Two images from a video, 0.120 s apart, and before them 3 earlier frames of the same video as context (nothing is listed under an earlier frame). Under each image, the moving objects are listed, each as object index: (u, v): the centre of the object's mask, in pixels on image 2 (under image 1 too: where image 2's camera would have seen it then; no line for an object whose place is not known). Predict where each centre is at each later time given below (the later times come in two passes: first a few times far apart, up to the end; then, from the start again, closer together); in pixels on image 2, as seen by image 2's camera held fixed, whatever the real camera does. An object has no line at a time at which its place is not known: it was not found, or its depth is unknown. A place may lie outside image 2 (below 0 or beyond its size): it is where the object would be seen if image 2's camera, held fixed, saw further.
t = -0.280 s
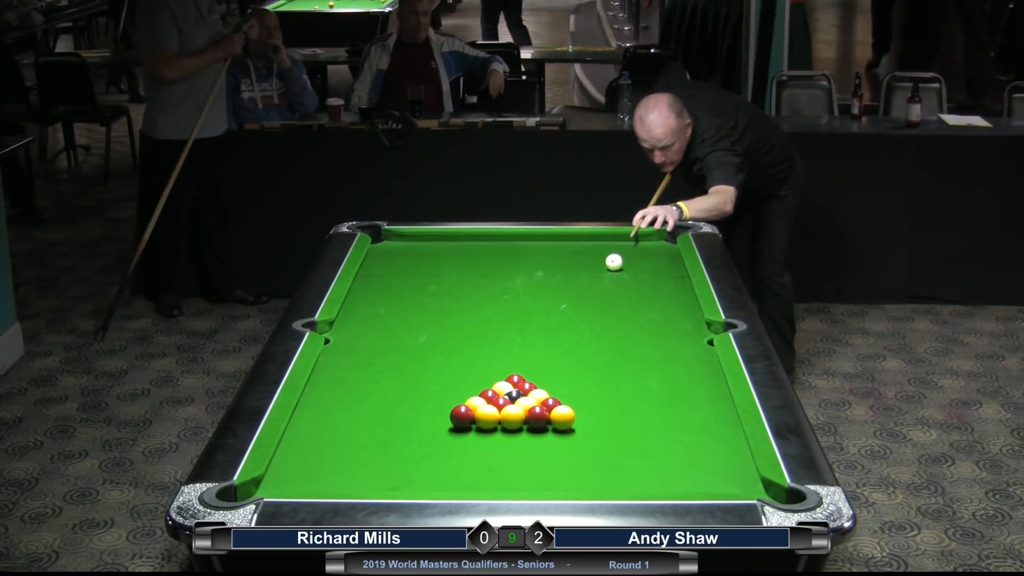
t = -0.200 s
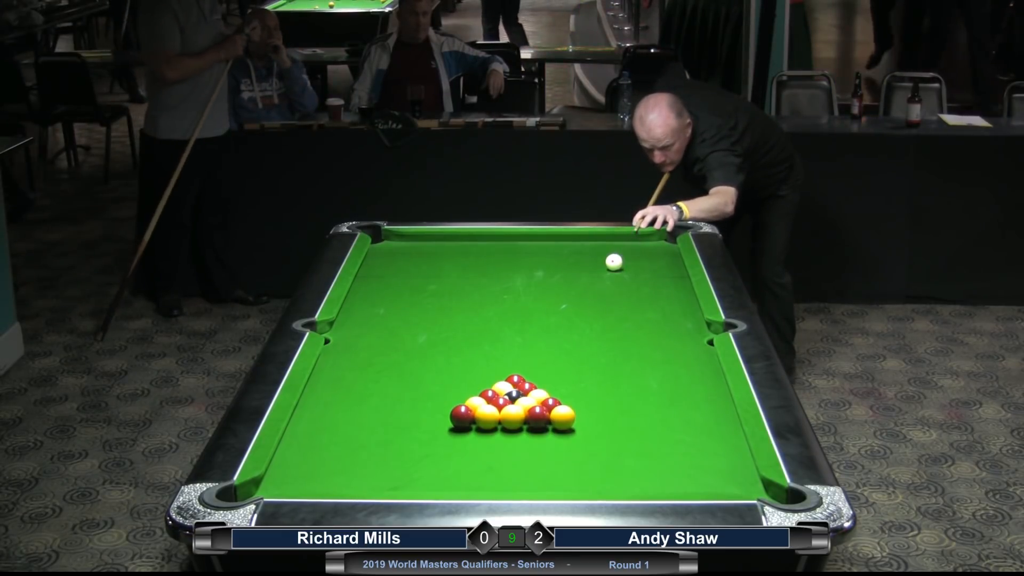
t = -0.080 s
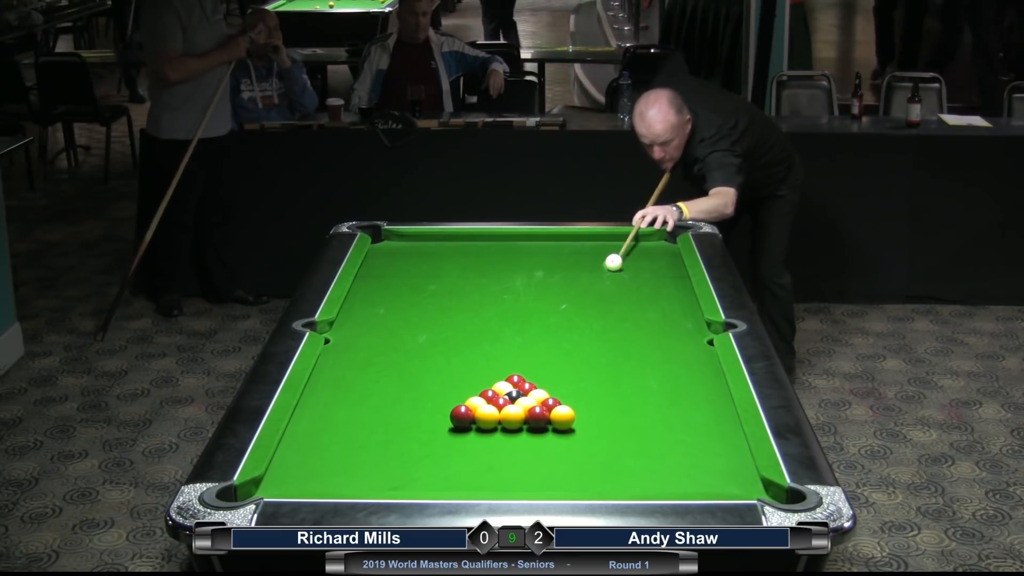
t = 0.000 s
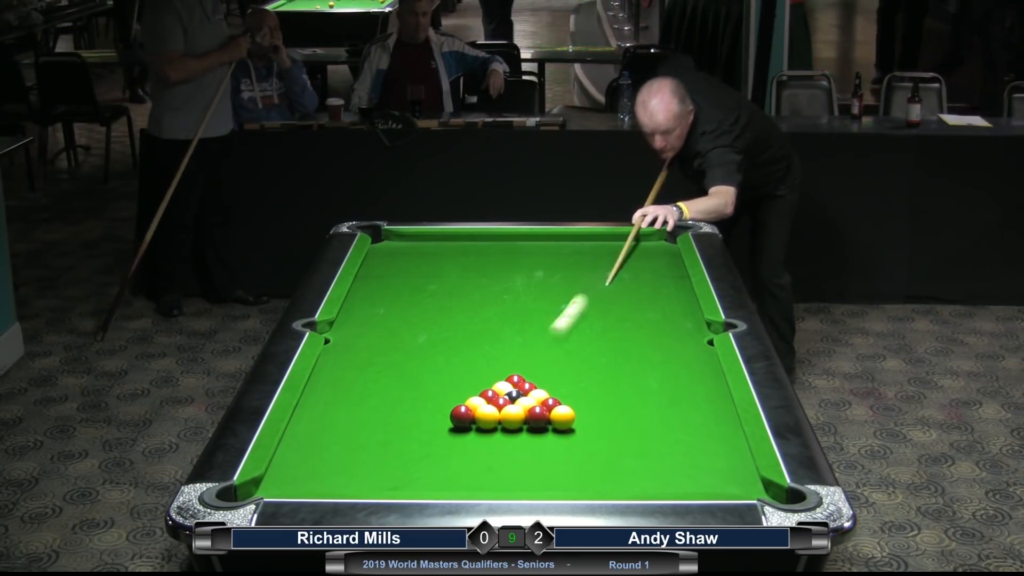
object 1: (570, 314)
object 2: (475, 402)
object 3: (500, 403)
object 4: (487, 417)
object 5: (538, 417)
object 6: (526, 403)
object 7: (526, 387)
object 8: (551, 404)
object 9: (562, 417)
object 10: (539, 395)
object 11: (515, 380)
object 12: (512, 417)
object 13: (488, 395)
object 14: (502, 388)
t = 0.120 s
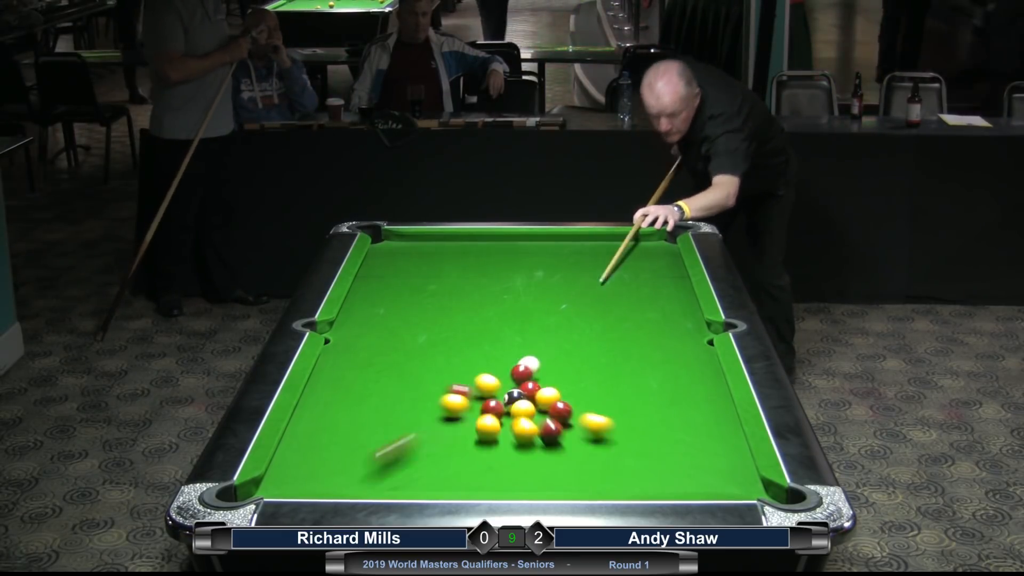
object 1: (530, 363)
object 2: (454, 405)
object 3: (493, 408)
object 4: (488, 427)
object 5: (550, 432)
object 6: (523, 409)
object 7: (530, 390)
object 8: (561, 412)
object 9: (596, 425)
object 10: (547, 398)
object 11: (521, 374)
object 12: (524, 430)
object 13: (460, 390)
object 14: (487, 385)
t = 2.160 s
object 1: (632, 240)
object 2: (458, 271)
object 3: (305, 459)
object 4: (501, 458)
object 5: (618, 443)
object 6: (471, 411)
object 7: (563, 388)
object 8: (682, 398)
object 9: (353, 402)
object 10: (696, 363)
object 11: (619, 294)
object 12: (658, 338)
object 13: (593, 291)
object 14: (398, 262)
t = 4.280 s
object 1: (537, 244)
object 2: (606, 401)
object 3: (282, 465)
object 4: (501, 458)
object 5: (546, 441)
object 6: (464, 404)
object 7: (563, 388)
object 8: (689, 390)
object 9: (444, 359)
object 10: (683, 361)
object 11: (652, 272)
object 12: (674, 276)
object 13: (655, 246)
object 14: (437, 244)
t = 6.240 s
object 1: (536, 244)
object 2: (721, 483)
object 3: (282, 465)
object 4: (501, 458)
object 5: (546, 441)
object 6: (464, 404)
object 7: (563, 388)
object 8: (689, 390)
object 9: (458, 356)
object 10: (683, 361)
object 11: (646, 271)
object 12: (676, 274)
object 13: (662, 241)
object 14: (437, 244)
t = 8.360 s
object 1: (536, 244)
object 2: (725, 479)
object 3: (282, 465)
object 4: (501, 458)
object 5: (546, 441)
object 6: (464, 404)
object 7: (563, 388)
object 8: (689, 390)
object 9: (458, 356)
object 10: (683, 361)
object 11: (645, 271)
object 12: (676, 274)
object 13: (662, 241)
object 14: (437, 245)
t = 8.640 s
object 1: (536, 244)
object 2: (725, 479)
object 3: (282, 465)
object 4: (501, 458)
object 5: (546, 441)
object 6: (464, 404)
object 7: (563, 388)
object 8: (689, 390)
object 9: (458, 356)
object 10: (683, 361)
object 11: (645, 271)
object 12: (676, 274)
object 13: (662, 241)
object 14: (437, 244)
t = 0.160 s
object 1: (535, 360)
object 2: (442, 404)
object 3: (487, 411)
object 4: (488, 434)
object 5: (559, 441)
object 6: (521, 416)
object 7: (532, 391)
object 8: (566, 415)
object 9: (617, 429)
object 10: (552, 397)
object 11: (525, 372)
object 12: (532, 440)
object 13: (443, 387)
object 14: (479, 381)
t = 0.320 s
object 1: (552, 343)
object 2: (398, 398)
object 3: (468, 419)
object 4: (489, 460)
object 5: (589, 475)
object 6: (515, 424)
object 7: (540, 391)
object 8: (588, 423)
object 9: (690, 449)
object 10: (574, 393)
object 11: (538, 361)
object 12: (561, 474)
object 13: (385, 380)
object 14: (450, 366)
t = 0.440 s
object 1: (565, 330)
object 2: (375, 386)
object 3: (454, 423)
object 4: (490, 479)
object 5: (612, 481)
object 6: (511, 429)
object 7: (545, 390)
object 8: (604, 428)
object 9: (741, 466)
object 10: (589, 390)
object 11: (544, 354)
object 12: (578, 481)
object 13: (344, 373)
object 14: (430, 356)
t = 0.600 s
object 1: (580, 313)
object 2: (376, 350)
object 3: (435, 427)
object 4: (492, 479)
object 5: (636, 463)
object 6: (506, 436)
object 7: (551, 389)
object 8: (625, 436)
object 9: (697, 481)
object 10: (607, 386)
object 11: (552, 346)
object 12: (588, 464)
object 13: (347, 364)
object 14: (404, 343)
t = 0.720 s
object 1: (591, 301)
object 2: (368, 329)
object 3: (422, 431)
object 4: (494, 469)
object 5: (653, 450)
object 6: (502, 440)
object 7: (554, 389)
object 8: (638, 438)
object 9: (663, 482)
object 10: (620, 383)
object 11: (558, 340)
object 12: (596, 450)
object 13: (373, 357)
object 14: (392, 334)
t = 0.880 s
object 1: (605, 287)
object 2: (354, 304)
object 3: (405, 435)
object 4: (497, 456)
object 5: (691, 449)
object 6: (496, 440)
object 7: (558, 388)
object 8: (646, 433)
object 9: (620, 474)
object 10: (637, 380)
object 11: (565, 333)
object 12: (605, 433)
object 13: (406, 348)
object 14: (382, 322)
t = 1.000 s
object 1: (614, 277)
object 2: (366, 289)
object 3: (392, 439)
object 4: (499, 457)
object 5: (716, 448)
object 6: (493, 439)
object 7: (561, 388)
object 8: (651, 428)
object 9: (589, 465)
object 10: (649, 377)
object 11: (570, 329)
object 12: (612, 421)
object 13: (429, 341)
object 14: (375, 314)
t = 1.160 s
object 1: (625, 265)
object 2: (384, 272)
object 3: (377, 442)
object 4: (500, 458)
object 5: (729, 447)
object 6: (489, 435)
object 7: (563, 388)
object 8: (657, 423)
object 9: (550, 455)
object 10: (664, 374)
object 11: (577, 323)
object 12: (620, 406)
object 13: (459, 332)
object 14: (366, 304)
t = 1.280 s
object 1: (633, 256)
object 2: (397, 259)
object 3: (366, 446)
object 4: (501, 458)
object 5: (713, 446)
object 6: (487, 431)
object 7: (563, 388)
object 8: (661, 419)
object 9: (522, 447)
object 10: (674, 372)
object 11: (581, 318)
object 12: (625, 396)
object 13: (479, 326)
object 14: (360, 297)
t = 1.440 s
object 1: (643, 245)
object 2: (411, 244)
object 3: (353, 448)
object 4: (501, 458)
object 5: (693, 445)
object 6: (483, 420)
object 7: (564, 388)
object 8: (666, 414)
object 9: (487, 437)
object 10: (687, 370)
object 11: (587, 313)
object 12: (633, 383)
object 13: (506, 319)
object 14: (362, 289)
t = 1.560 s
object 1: (650, 238)
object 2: (421, 238)
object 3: (343, 451)
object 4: (501, 458)
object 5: (678, 445)
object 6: (482, 422)
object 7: (564, 388)
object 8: (669, 411)
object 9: (462, 431)
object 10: (695, 368)
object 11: (591, 309)
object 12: (637, 375)
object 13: (524, 314)
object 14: (369, 284)
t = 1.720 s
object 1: (669, 239)
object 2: (431, 247)
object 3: (331, 453)
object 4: (501, 458)
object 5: (660, 444)
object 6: (477, 419)
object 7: (563, 388)
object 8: (673, 406)
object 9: (430, 423)
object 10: (706, 366)
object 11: (597, 305)
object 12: (644, 364)
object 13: (548, 307)
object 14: (378, 277)
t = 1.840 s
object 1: (659, 240)
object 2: (438, 254)
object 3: (323, 455)
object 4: (501, 458)
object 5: (648, 444)
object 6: (475, 417)
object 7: (563, 388)
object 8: (676, 404)
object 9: (408, 417)
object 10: (707, 365)
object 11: (600, 301)
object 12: (648, 356)
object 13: (565, 302)
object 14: (383, 273)
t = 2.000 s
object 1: (645, 240)
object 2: (448, 263)
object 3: (314, 457)
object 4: (501, 458)
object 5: (632, 443)
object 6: (473, 413)
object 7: (563, 388)
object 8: (679, 400)
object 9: (380, 409)
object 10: (701, 364)
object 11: (605, 298)
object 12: (653, 347)
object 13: (585, 296)
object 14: (391, 267)
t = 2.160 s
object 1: (632, 240)
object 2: (458, 271)
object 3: (305, 459)
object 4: (501, 458)
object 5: (618, 443)
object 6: (471, 411)
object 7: (563, 388)
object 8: (682, 398)
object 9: (353, 402)
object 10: (696, 363)
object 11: (619, 294)
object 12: (658, 338)
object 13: (593, 291)
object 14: (398, 262)
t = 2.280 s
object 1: (622, 241)
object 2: (466, 278)
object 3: (300, 461)
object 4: (501, 458)
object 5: (608, 442)
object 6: (470, 409)
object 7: (563, 388)
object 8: (684, 396)
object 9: (334, 397)
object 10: (692, 362)
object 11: (628, 292)
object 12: (661, 332)
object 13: (599, 287)
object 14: (402, 258)
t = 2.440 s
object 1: (611, 241)
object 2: (477, 287)
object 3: (293, 462)
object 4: (501, 458)
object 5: (596, 442)
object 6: (468, 407)
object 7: (563, 388)
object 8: (686, 394)
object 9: (316, 391)
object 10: (688, 362)
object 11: (640, 289)
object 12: (665, 324)
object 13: (606, 282)
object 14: (408, 254)
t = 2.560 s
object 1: (602, 241)
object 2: (485, 295)
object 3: (289, 463)
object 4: (501, 458)
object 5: (588, 442)
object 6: (467, 406)
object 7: (563, 388)
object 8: (687, 393)
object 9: (329, 387)
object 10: (686, 362)
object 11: (648, 287)
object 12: (668, 319)
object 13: (611, 278)
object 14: (412, 251)
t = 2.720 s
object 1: (592, 242)
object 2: (496, 304)
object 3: (285, 464)
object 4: (501, 458)
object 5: (579, 441)
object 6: (466, 405)
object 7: (563, 388)
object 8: (688, 391)
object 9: (346, 383)
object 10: (684, 361)
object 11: (659, 284)
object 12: (672, 312)
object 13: (617, 274)
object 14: (417, 247)
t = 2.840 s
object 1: (585, 242)
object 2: (504, 311)
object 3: (283, 465)
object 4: (501, 458)
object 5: (572, 441)
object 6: (465, 404)
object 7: (563, 388)
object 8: (689, 390)
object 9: (357, 380)
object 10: (683, 361)
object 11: (666, 283)
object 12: (675, 308)
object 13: (621, 271)
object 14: (421, 244)
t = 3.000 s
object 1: (576, 243)
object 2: (515, 321)
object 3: (282, 465)
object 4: (501, 458)
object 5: (565, 441)
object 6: (464, 404)
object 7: (563, 388)
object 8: (689, 390)
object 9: (371, 377)
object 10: (683, 361)
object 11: (675, 281)
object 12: (678, 302)
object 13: (626, 267)
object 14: (426, 240)
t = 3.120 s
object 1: (570, 243)
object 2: (523, 328)
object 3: (282, 465)
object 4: (501, 458)
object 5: (560, 441)
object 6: (464, 404)
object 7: (563, 388)
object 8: (690, 390)
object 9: (381, 374)
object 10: (683, 361)
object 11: (681, 279)
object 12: (680, 298)
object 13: (630, 264)
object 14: (429, 238)
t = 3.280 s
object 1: (563, 243)
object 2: (535, 339)
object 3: (282, 465)
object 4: (501, 458)
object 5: (555, 441)
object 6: (464, 404)
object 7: (563, 388)
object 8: (690, 390)
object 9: (393, 371)
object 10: (683, 361)
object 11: (675, 277)
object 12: (683, 293)
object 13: (635, 261)
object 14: (431, 238)
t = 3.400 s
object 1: (558, 243)
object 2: (543, 346)
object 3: (282, 466)
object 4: (501, 458)
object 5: (552, 441)
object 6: (464, 403)
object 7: (563, 388)
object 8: (689, 390)
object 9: (401, 369)
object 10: (683, 361)
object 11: (671, 277)
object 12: (684, 290)
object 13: (638, 259)
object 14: (432, 239)
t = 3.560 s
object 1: (552, 243)
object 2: (555, 356)
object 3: (282, 465)
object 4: (501, 458)
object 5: (548, 441)
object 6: (464, 403)
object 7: (563, 388)
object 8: (689, 390)
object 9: (411, 366)
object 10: (683, 361)
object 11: (667, 276)
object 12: (681, 286)
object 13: (642, 256)
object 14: (434, 240)
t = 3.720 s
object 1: (547, 243)
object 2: (566, 365)
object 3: (282, 465)
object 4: (501, 458)
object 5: (547, 441)
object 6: (464, 403)
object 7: (563, 388)
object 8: (689, 390)
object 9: (420, 364)
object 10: (683, 361)
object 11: (663, 275)
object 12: (677, 283)
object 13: (645, 253)
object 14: (435, 242)
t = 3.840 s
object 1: (544, 244)
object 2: (576, 372)
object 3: (282, 465)
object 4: (501, 458)
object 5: (546, 441)
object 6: (464, 403)
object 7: (563, 388)
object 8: (689, 390)
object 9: (426, 363)
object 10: (683, 361)
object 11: (661, 274)
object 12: (675, 280)
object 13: (648, 252)
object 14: (435, 242)
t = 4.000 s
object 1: (541, 244)
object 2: (586, 383)
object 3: (282, 465)
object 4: (501, 458)
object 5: (546, 441)
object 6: (464, 403)
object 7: (563, 388)
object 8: (689, 390)
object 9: (433, 361)
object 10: (683, 361)
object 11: (658, 274)
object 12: (673, 278)
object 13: (650, 250)
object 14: (436, 243)
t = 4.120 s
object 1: (539, 244)
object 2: (595, 391)
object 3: (282, 465)
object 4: (501, 458)
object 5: (546, 441)
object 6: (464, 404)
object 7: (563, 388)
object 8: (689, 390)
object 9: (438, 360)
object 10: (683, 361)
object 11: (656, 273)
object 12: (674, 277)
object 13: (652, 248)
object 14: (437, 244)
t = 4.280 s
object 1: (537, 244)
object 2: (606, 401)
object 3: (282, 465)
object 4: (501, 458)
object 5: (546, 441)
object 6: (464, 404)
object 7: (563, 388)
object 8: (689, 390)
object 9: (444, 359)
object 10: (683, 361)
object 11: (652, 272)
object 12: (674, 276)
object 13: (655, 246)
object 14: (437, 244)
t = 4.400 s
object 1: (536, 244)
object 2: (615, 408)
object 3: (282, 465)
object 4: (501, 458)
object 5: (546, 441)
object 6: (464, 404)
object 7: (563, 388)
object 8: (689, 390)
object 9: (448, 358)
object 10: (683, 361)
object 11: (650, 272)
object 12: (674, 275)
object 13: (656, 245)
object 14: (437, 244)
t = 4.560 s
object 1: (536, 244)
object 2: (626, 417)
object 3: (282, 465)
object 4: (501, 458)
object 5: (546, 441)
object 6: (464, 404)
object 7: (563, 388)
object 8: (689, 390)
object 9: (452, 357)
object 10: (683, 361)
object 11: (647, 271)
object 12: (674, 274)
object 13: (658, 244)
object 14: (437, 245)
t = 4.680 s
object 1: (536, 244)
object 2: (635, 425)
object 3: (282, 465)
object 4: (501, 458)
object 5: (546, 441)
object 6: (464, 404)
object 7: (563, 388)
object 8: (689, 390)
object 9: (454, 357)
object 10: (683, 361)
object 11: (646, 271)
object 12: (674, 274)
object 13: (659, 243)
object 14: (437, 245)
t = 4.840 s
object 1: (536, 244)
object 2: (646, 434)
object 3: (282, 465)
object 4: (501, 458)
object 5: (546, 441)
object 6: (464, 404)
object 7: (563, 388)
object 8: (689, 390)
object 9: (457, 357)
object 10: (683, 361)
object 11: (645, 271)
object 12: (675, 274)
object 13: (661, 243)
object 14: (437, 245)
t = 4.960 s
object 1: (536, 244)
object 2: (654, 441)
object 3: (282, 465)
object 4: (501, 458)
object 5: (546, 441)
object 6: (464, 404)
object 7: (563, 388)
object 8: (689, 390)
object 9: (458, 356)
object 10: (683, 361)
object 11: (645, 271)
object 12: (675, 274)
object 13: (661, 242)
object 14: (437, 245)
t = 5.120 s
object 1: (536, 244)
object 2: (665, 450)
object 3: (282, 465)
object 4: (501, 458)
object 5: (546, 441)
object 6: (464, 404)
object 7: (563, 388)
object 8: (689, 390)
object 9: (459, 356)
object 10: (683, 361)
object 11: (645, 271)
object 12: (676, 274)
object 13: (662, 242)
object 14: (437, 244)
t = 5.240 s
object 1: (536, 244)
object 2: (673, 456)
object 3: (282, 465)
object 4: (501, 458)
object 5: (546, 441)
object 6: (464, 404)
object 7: (563, 388)
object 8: (689, 390)
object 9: (459, 356)
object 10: (683, 361)
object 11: (645, 271)
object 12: (676, 274)
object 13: (662, 241)
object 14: (437, 244)
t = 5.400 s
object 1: (536, 244)
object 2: (682, 464)
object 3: (282, 465)
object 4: (501, 458)
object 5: (546, 441)
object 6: (464, 404)
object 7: (563, 388)
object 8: (689, 390)
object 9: (458, 356)
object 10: (683, 361)
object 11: (645, 271)
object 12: (676, 274)
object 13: (662, 242)
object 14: (437, 244)
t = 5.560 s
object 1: (536, 244)
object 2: (692, 472)
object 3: (282, 466)
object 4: (501, 458)
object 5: (546, 441)
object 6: (464, 404)
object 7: (563, 388)
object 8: (689, 390)
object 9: (458, 356)
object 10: (683, 361)
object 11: (646, 271)
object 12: (676, 274)
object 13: (662, 241)
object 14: (437, 244)
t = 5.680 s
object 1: (536, 244)
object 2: (699, 477)
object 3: (281, 466)
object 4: (501, 458)
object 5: (546, 441)
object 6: (464, 404)
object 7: (563, 388)
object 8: (689, 390)
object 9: (458, 356)
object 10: (683, 361)
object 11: (646, 271)
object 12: (676, 274)
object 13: (662, 242)
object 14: (437, 244)
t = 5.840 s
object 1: (536, 244)
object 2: (707, 482)
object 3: (282, 466)
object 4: (501, 458)
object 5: (546, 441)
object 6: (464, 404)
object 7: (563, 388)
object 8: (689, 390)
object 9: (458, 356)
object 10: (683, 361)
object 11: (646, 271)
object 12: (676, 274)
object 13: (662, 241)
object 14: (437, 244)
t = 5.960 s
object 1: (536, 244)
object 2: (713, 484)
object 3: (282, 466)
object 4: (501, 458)
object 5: (546, 441)
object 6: (464, 404)
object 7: (563, 388)
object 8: (689, 390)
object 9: (458, 356)
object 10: (683, 361)
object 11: (646, 271)
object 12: (676, 274)
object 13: (662, 241)
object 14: (437, 244)
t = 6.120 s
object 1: (536, 244)
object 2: (719, 484)
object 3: (282, 465)
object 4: (501, 458)
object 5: (546, 441)
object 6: (464, 404)
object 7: (563, 388)
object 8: (689, 390)
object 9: (458, 356)
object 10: (683, 361)
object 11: (646, 271)
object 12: (676, 274)
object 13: (662, 241)
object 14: (437, 244)
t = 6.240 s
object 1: (536, 244)
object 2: (721, 483)
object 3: (282, 465)
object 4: (501, 458)
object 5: (546, 441)
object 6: (464, 404)
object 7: (563, 388)
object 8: (689, 390)
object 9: (458, 356)
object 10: (683, 361)
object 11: (646, 271)
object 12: (676, 274)
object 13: (662, 241)
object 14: (437, 244)
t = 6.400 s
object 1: (536, 244)
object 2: (724, 482)
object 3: (282, 465)
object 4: (501, 458)
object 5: (546, 441)
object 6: (464, 404)
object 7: (563, 388)
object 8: (689, 390)
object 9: (458, 356)
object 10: (683, 361)
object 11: (646, 271)
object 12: (676, 274)
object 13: (662, 241)
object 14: (437, 244)
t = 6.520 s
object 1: (536, 244)
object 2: (725, 481)
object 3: (282, 465)
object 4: (501, 458)
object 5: (546, 441)
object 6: (464, 404)
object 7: (563, 388)
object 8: (689, 390)
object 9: (458, 356)
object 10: (683, 361)
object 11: (646, 271)
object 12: (676, 274)
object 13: (662, 241)
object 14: (437, 244)
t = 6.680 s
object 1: (536, 244)
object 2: (726, 480)
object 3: (282, 466)
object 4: (500, 458)
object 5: (546, 441)
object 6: (464, 404)
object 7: (563, 388)
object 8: (689, 390)
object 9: (458, 356)
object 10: (683, 361)
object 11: (645, 271)
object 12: (676, 274)
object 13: (662, 241)
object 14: (437, 244)
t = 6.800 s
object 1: (536, 244)
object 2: (726, 480)
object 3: (282, 465)
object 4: (501, 458)
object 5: (546, 441)
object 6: (464, 404)
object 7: (563, 388)
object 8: (689, 390)
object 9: (458, 356)
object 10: (683, 361)
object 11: (646, 271)
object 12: (676, 274)
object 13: (662, 241)
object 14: (437, 244)
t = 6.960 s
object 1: (536, 244)
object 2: (726, 479)
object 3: (282, 465)
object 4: (500, 458)
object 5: (546, 441)
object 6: (464, 404)
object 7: (563, 388)
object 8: (689, 390)
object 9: (458, 356)
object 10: (683, 361)
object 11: (645, 271)
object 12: (676, 274)
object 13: (662, 241)
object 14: (437, 244)
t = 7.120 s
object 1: (536, 244)
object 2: (725, 479)
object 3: (282, 465)
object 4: (501, 458)
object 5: (546, 441)
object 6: (464, 404)
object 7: (563, 388)
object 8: (689, 390)
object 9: (458, 356)
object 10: (683, 361)
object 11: (646, 271)
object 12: (676, 274)
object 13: (662, 242)
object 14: (437, 244)
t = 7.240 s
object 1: (536, 244)
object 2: (725, 479)
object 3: (282, 465)
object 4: (501, 458)
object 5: (546, 441)
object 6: (464, 404)
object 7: (563, 388)
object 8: (689, 390)
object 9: (458, 356)
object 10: (683, 361)
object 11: (645, 271)
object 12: (676, 274)
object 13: (662, 241)
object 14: (437, 244)
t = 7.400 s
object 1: (536, 244)
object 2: (725, 479)
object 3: (282, 465)
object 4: (501, 458)
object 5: (546, 441)
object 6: (464, 404)
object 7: (563, 388)
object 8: (689, 390)
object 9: (458, 356)
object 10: (683, 361)
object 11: (645, 271)
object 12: (676, 274)
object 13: (662, 241)
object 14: (437, 244)
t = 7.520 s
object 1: (536, 244)
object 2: (725, 479)
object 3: (282, 465)
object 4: (501, 458)
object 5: (546, 441)
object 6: (464, 404)
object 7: (563, 388)
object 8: (689, 390)
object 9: (458, 356)
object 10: (683, 361)
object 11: (645, 271)
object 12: (676, 274)
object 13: (662, 241)
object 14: (437, 244)
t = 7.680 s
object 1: (536, 244)
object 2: (725, 479)
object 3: (282, 466)
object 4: (500, 458)
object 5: (546, 441)
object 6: (464, 404)
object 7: (563, 388)
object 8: (689, 390)
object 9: (458, 356)
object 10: (683, 361)
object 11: (645, 271)
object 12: (676, 274)
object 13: (662, 241)
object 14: (437, 245)
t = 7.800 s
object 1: (536, 244)
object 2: (725, 479)
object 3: (281, 466)
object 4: (501, 458)
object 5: (546, 441)
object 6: (464, 404)
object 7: (563, 388)
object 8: (689, 390)
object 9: (458, 356)
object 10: (683, 361)
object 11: (645, 271)
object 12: (676, 274)
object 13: (662, 241)
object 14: (437, 244)
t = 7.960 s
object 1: (536, 244)
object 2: (725, 479)
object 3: (281, 467)
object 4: (501, 458)
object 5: (546, 441)
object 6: (464, 404)
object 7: (563, 388)
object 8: (689, 390)
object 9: (458, 356)
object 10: (683, 361)
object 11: (645, 271)
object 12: (676, 274)
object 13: (662, 241)
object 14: (437, 244)
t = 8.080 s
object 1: (536, 244)
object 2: (725, 479)
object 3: (281, 466)
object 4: (501, 458)
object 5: (546, 441)
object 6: (464, 404)
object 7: (563, 388)
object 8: (689, 390)
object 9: (458, 356)
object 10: (683, 361)
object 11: (645, 271)
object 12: (676, 274)
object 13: (662, 241)
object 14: (437, 245)
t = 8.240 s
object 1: (536, 244)
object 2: (725, 479)
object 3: (282, 466)
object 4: (501, 458)
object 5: (546, 441)
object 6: (464, 404)
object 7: (563, 388)
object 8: (689, 390)
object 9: (458, 356)
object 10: (683, 361)
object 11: (645, 271)
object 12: (676, 274)
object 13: (662, 241)
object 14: (437, 245)
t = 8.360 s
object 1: (536, 244)
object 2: (725, 479)
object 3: (282, 465)
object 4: (501, 458)
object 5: (546, 441)
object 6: (464, 404)
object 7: (563, 388)
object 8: (689, 390)
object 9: (458, 356)
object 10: (683, 361)
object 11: (645, 271)
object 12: (676, 274)
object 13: (662, 241)
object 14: (437, 245)
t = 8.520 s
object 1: (536, 244)
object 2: (725, 479)
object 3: (282, 465)
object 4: (501, 458)
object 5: (546, 441)
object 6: (464, 404)
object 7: (563, 388)
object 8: (689, 390)
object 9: (458, 356)
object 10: (683, 361)
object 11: (645, 271)
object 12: (676, 274)
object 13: (662, 241)
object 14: (437, 245)
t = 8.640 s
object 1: (536, 244)
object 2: (725, 479)
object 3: (282, 465)
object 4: (501, 458)
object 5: (546, 441)
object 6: (464, 404)
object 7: (563, 388)
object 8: (689, 390)
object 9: (458, 356)
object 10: (683, 361)
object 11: (645, 271)
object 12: (676, 274)
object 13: (662, 241)
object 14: (437, 244)
